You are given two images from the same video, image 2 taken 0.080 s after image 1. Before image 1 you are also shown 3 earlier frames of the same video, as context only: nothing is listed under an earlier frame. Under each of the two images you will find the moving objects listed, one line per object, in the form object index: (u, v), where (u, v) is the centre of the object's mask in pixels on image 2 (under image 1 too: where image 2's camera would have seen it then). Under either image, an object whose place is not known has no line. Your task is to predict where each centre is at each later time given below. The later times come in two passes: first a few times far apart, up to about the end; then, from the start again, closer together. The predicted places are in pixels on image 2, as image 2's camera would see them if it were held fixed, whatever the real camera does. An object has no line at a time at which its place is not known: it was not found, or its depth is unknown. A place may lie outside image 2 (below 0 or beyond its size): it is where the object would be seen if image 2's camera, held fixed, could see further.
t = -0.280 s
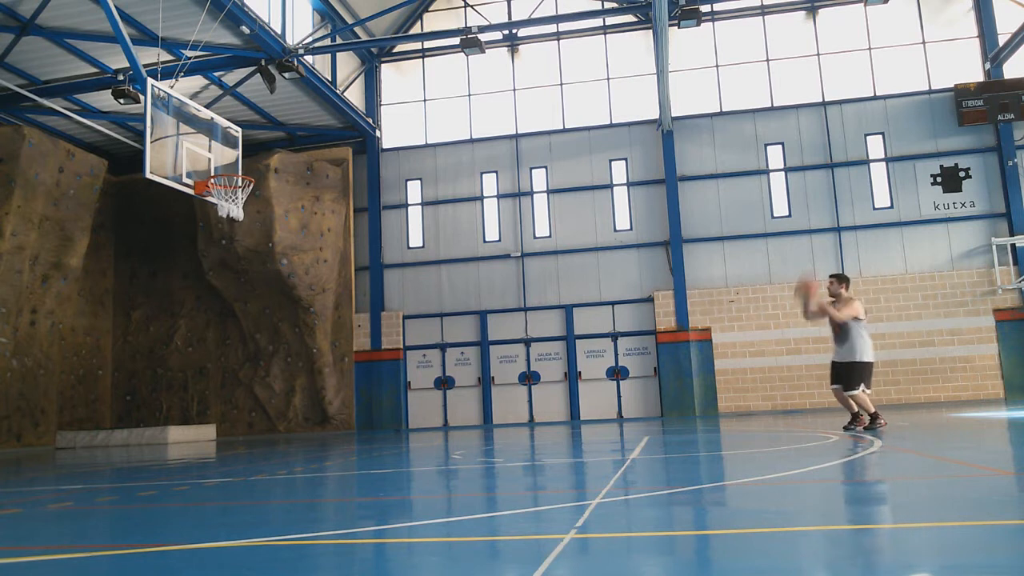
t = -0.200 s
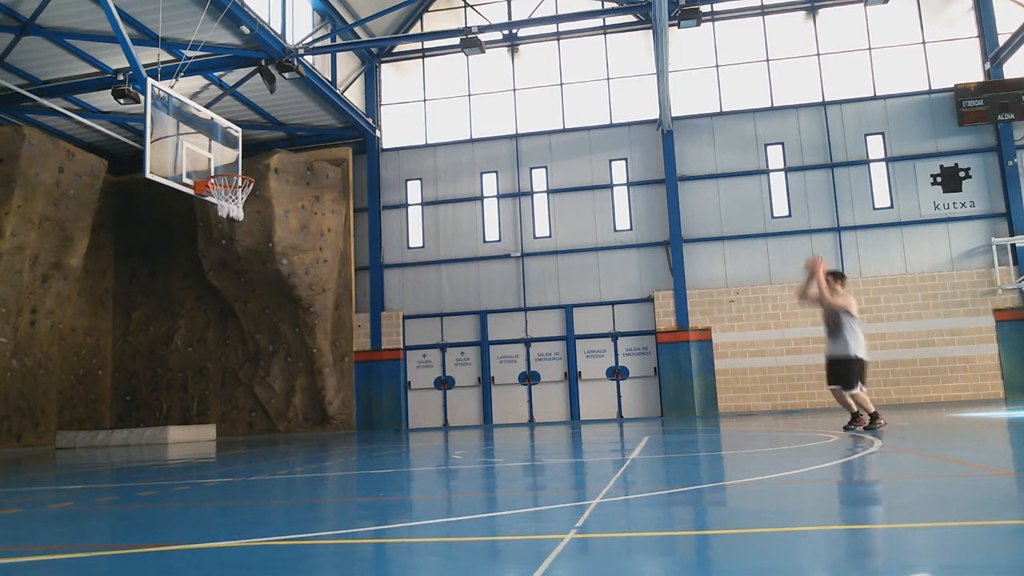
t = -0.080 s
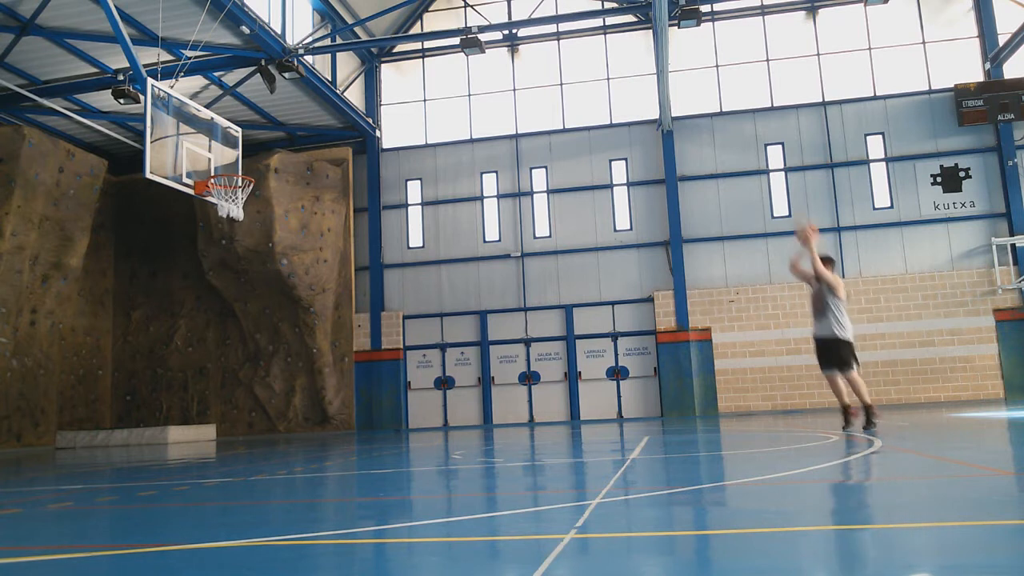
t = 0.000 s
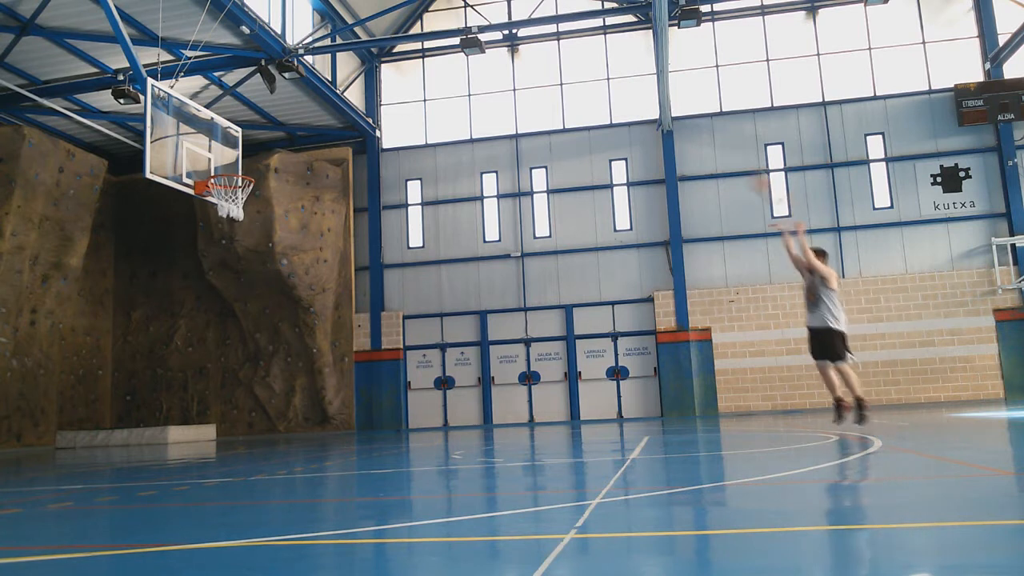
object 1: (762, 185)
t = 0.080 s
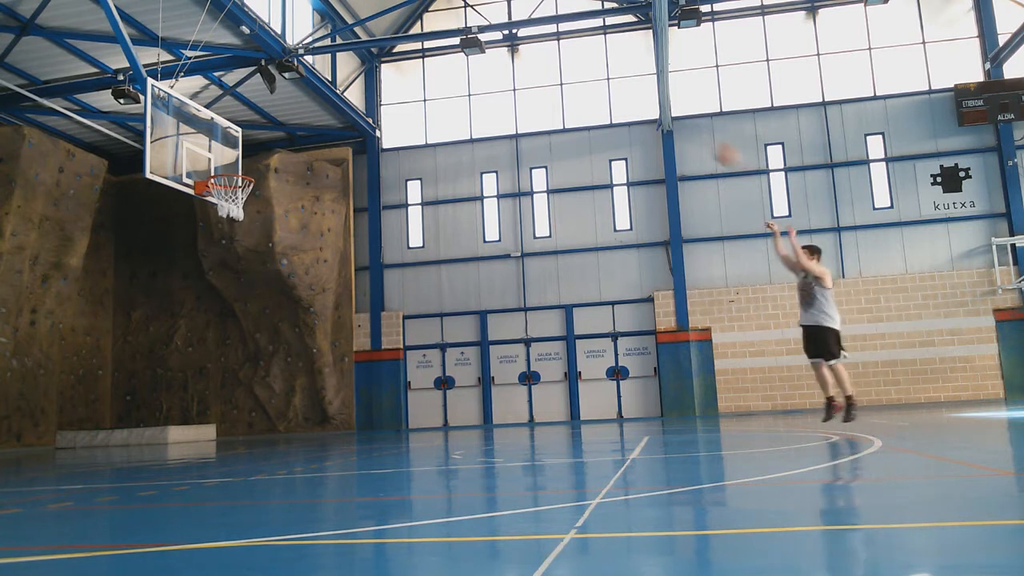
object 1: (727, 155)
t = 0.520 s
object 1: (512, 53)
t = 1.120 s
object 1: (240, 162)
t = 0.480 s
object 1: (523, 55)
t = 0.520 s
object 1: (512, 53)
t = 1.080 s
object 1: (258, 147)
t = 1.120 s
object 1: (240, 162)
